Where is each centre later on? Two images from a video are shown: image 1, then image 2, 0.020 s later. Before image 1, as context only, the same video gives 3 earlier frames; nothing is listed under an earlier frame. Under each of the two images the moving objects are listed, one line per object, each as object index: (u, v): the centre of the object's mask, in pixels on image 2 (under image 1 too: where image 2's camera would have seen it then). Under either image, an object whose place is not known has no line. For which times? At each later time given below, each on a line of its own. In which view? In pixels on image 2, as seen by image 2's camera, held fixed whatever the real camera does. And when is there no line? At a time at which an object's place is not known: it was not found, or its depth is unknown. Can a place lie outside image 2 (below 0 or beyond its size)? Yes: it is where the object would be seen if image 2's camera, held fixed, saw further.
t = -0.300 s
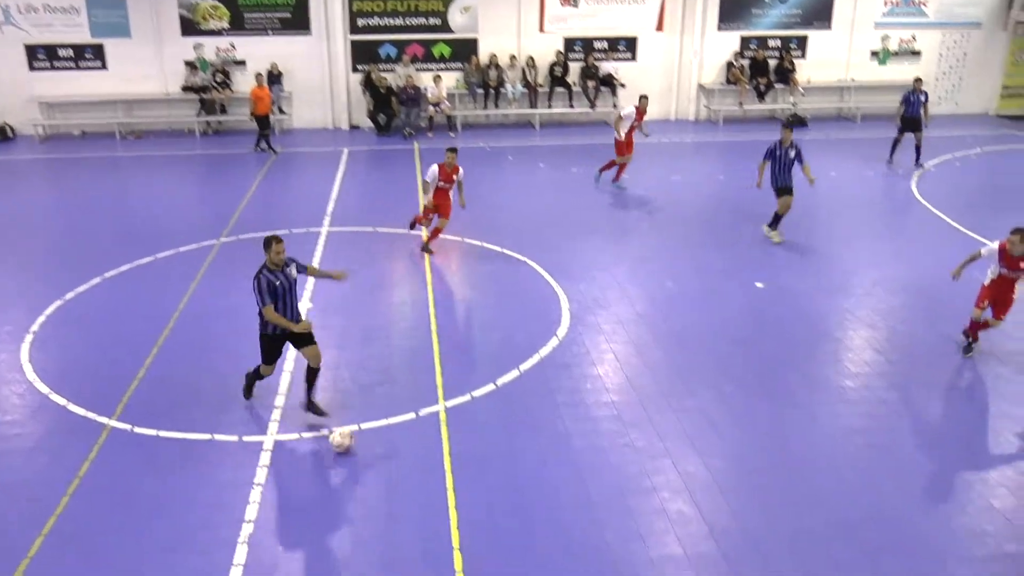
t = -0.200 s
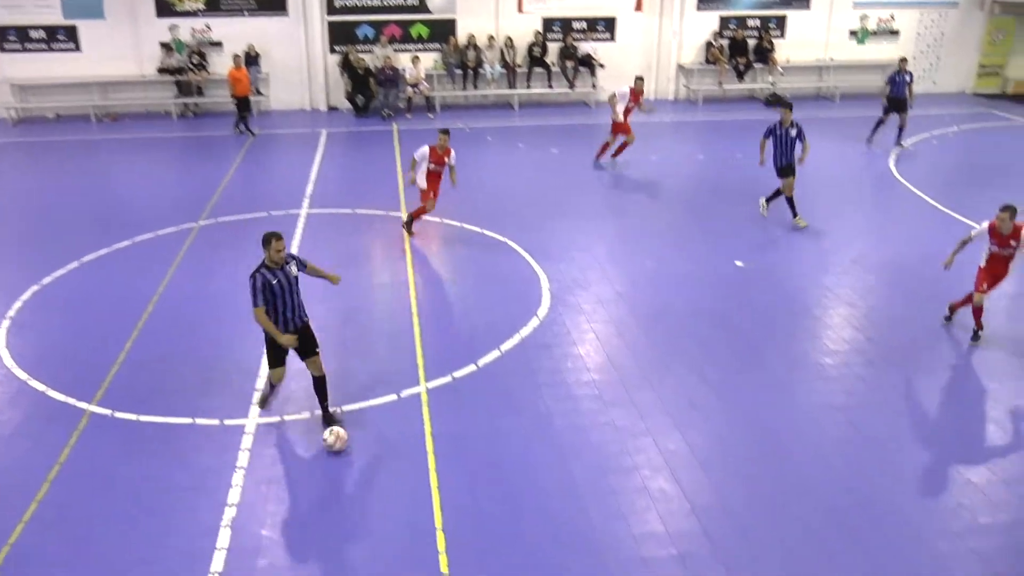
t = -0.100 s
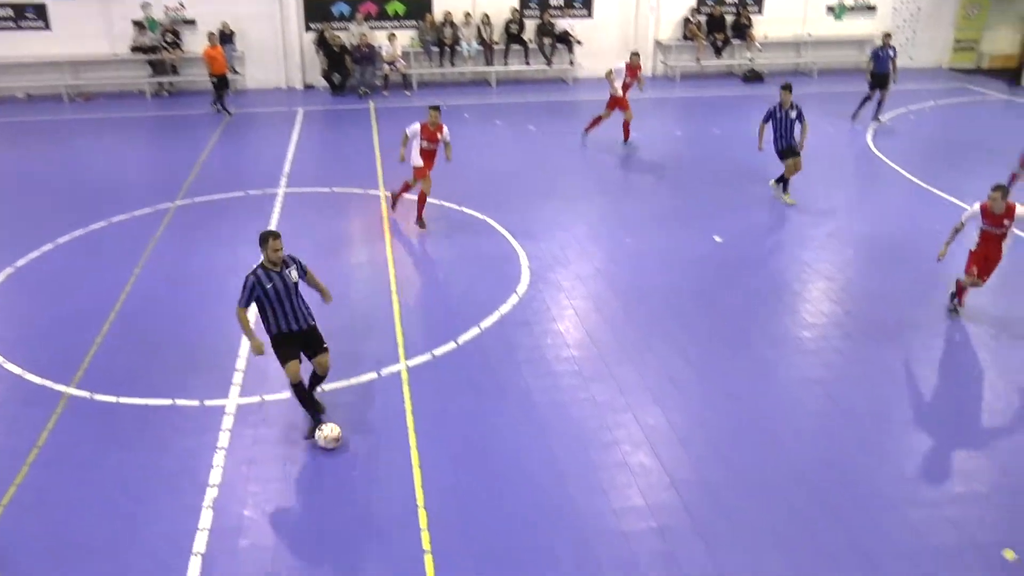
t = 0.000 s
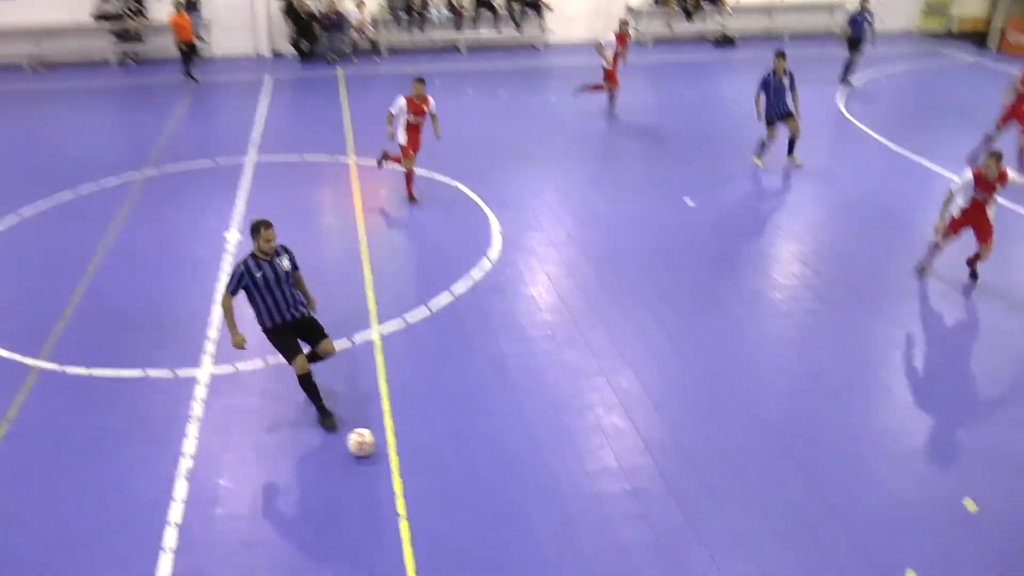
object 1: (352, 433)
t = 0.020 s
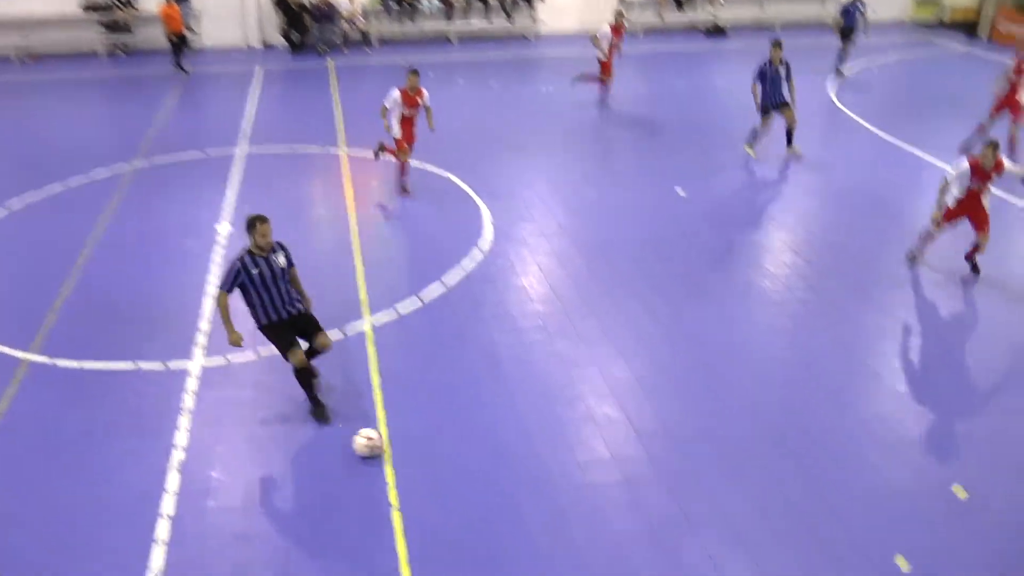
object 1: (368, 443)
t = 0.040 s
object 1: (382, 452)
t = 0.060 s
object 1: (397, 461)
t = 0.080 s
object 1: (411, 471)
